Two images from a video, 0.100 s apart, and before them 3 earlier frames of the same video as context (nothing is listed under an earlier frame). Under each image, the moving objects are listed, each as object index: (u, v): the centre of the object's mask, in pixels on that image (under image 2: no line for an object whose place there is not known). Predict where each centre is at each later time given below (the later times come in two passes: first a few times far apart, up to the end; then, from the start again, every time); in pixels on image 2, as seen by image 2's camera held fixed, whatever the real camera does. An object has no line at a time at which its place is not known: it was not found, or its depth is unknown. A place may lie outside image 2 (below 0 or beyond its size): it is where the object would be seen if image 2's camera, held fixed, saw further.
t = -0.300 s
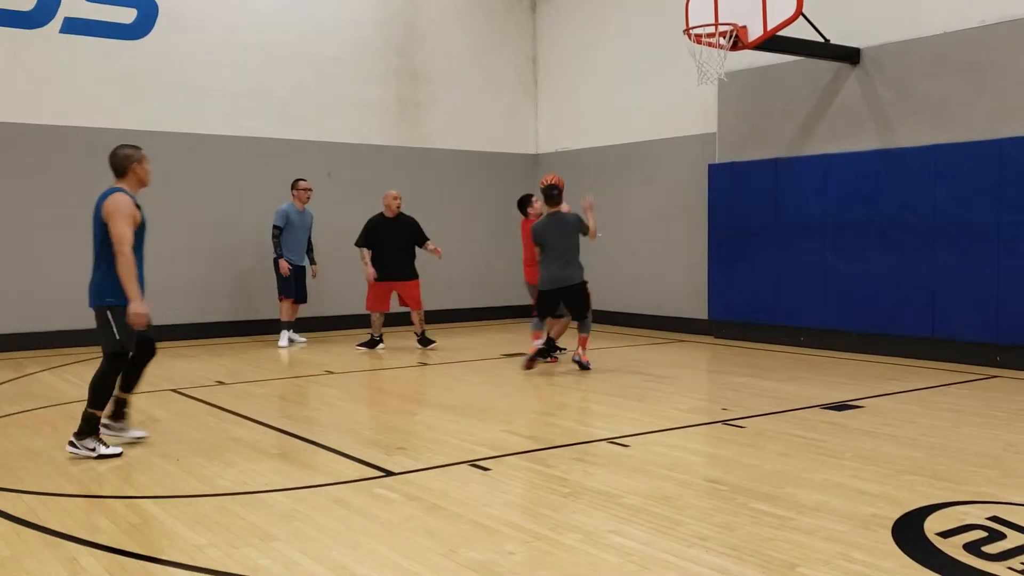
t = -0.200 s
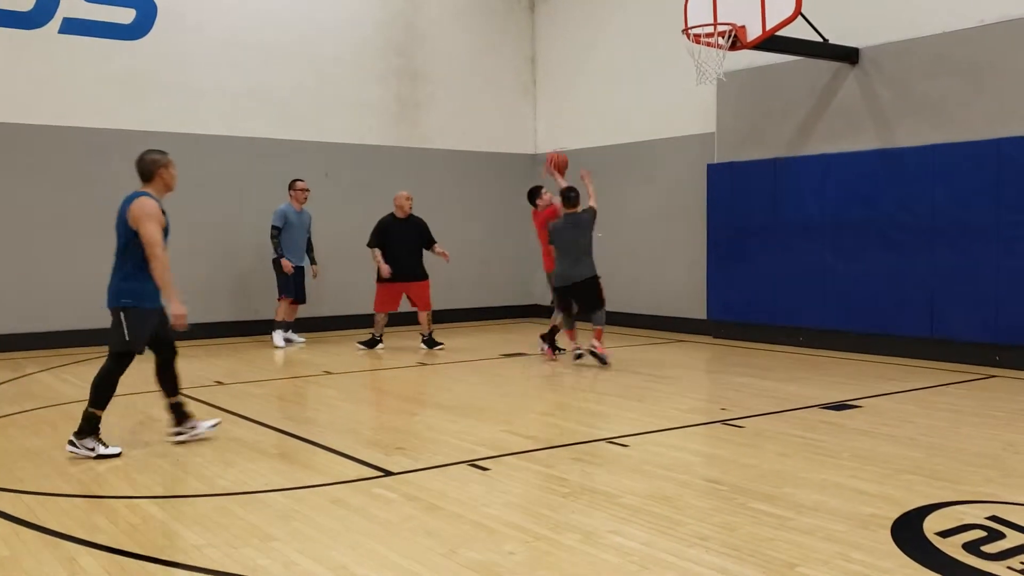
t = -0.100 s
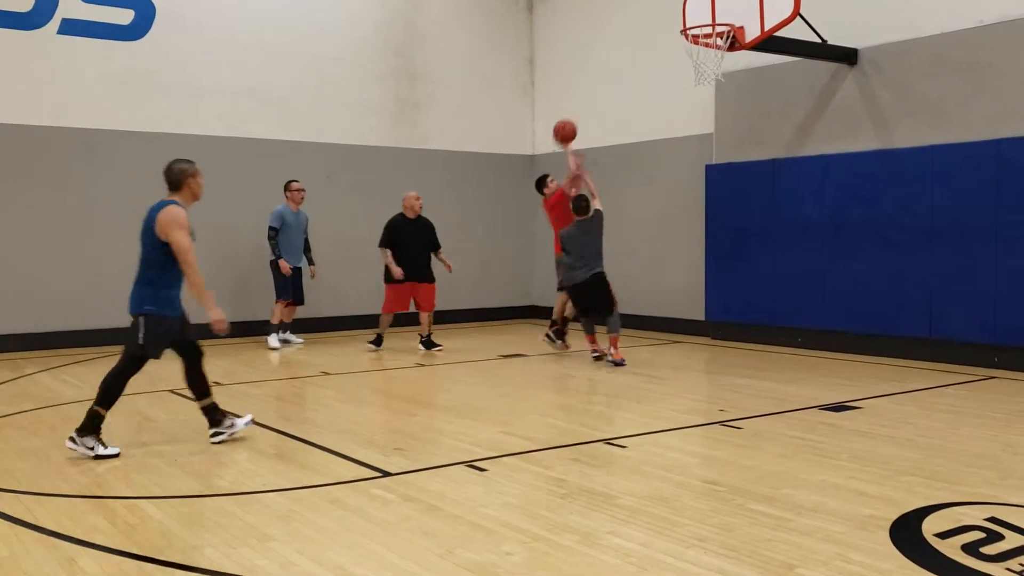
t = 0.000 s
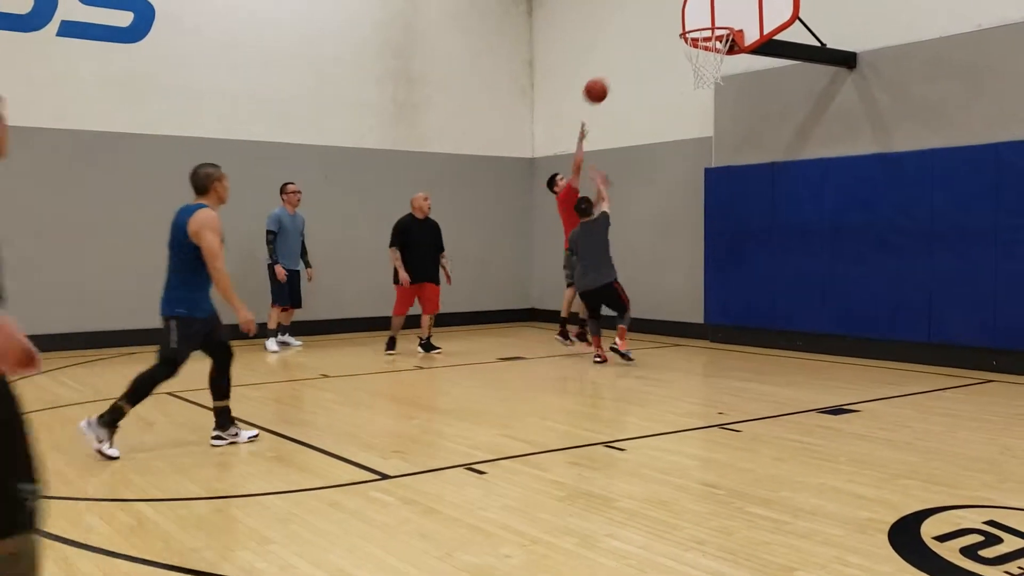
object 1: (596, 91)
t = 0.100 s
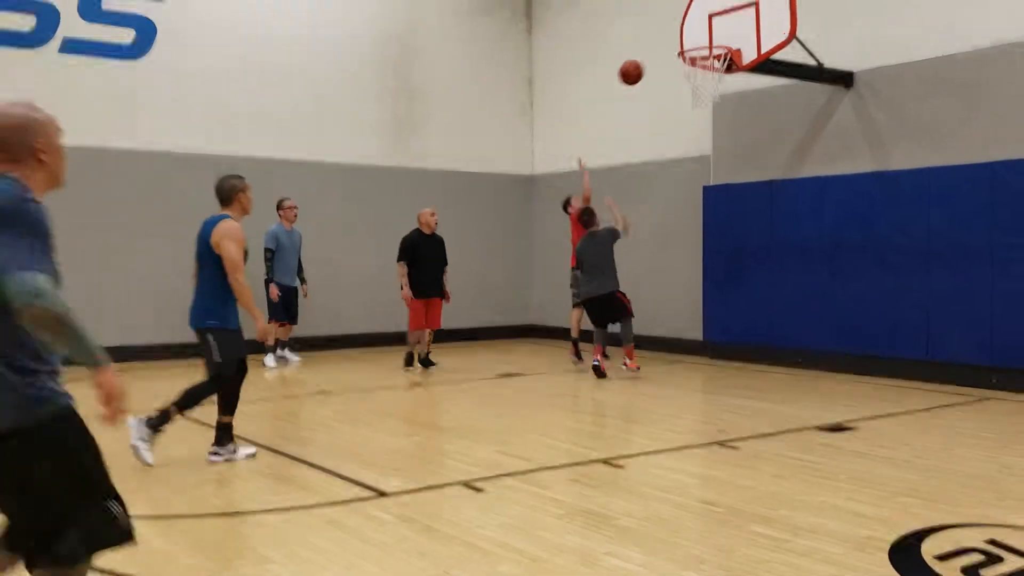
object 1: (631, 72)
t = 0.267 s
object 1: (676, 39)
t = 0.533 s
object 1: (680, 33)
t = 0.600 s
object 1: (678, 31)
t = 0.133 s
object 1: (643, 61)
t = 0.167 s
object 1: (655, 52)
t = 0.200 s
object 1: (668, 44)
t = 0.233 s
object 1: (676, 42)
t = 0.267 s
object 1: (676, 39)
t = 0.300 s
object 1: (677, 37)
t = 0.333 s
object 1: (679, 38)
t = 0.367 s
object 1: (680, 39)
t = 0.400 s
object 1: (681, 39)
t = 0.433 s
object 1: (682, 43)
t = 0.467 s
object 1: (681, 41)
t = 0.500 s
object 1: (681, 37)
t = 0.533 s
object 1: (680, 33)
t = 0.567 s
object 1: (679, 32)
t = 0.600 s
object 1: (678, 31)
